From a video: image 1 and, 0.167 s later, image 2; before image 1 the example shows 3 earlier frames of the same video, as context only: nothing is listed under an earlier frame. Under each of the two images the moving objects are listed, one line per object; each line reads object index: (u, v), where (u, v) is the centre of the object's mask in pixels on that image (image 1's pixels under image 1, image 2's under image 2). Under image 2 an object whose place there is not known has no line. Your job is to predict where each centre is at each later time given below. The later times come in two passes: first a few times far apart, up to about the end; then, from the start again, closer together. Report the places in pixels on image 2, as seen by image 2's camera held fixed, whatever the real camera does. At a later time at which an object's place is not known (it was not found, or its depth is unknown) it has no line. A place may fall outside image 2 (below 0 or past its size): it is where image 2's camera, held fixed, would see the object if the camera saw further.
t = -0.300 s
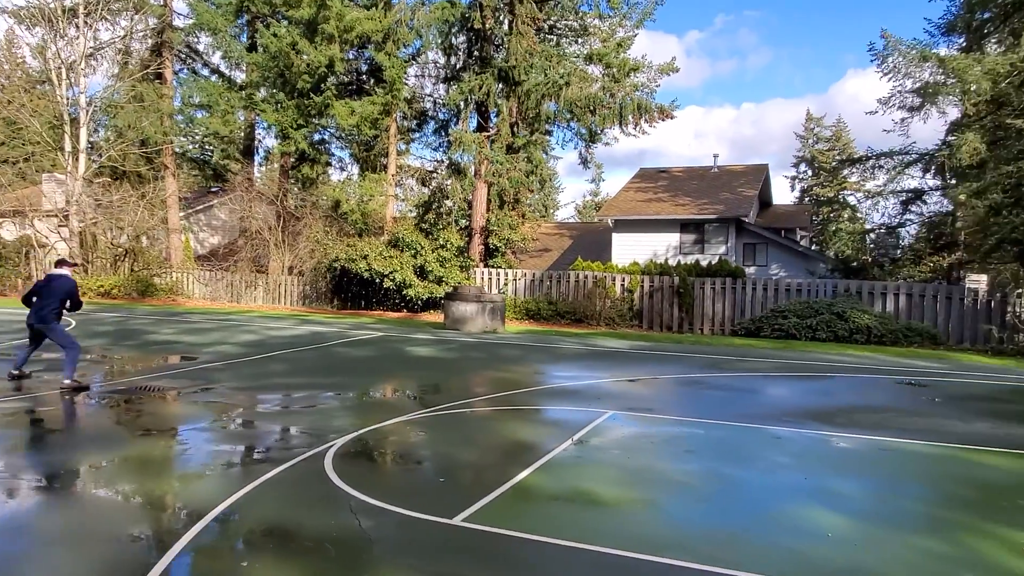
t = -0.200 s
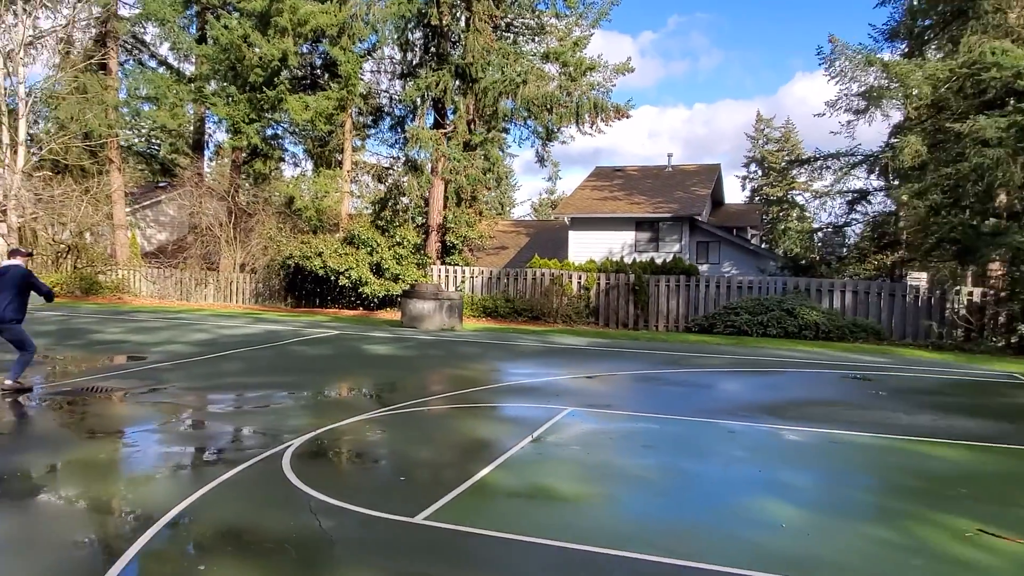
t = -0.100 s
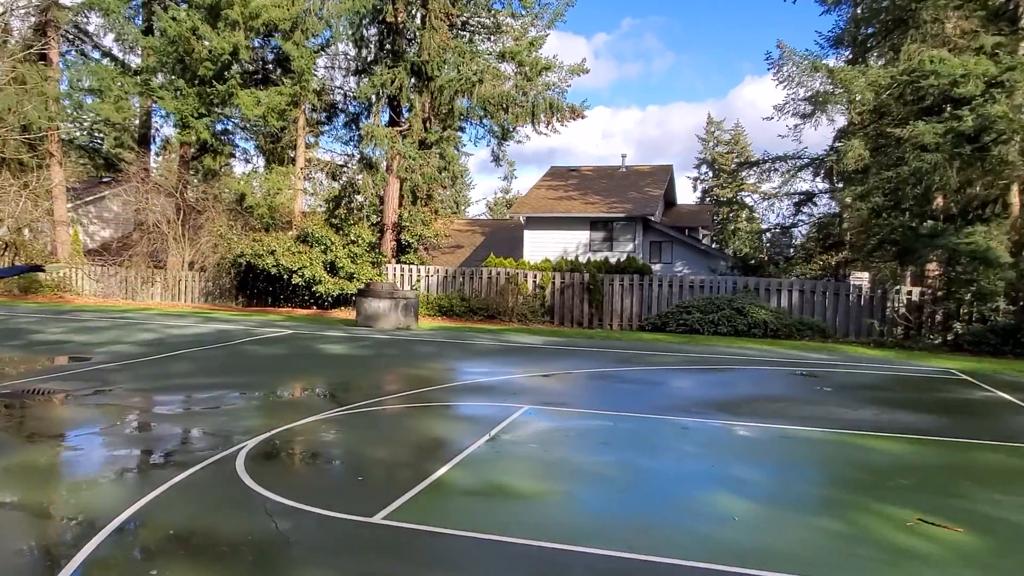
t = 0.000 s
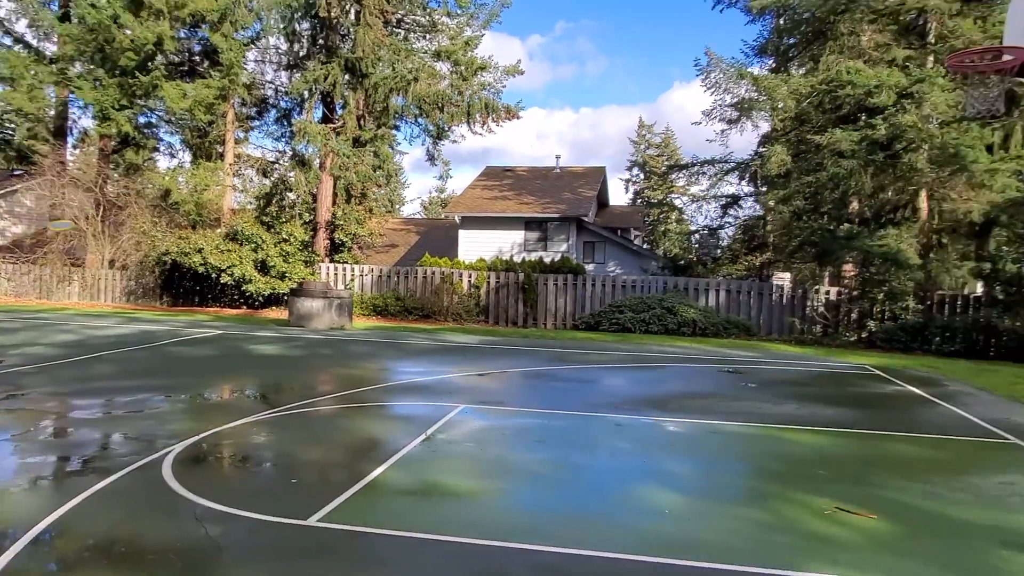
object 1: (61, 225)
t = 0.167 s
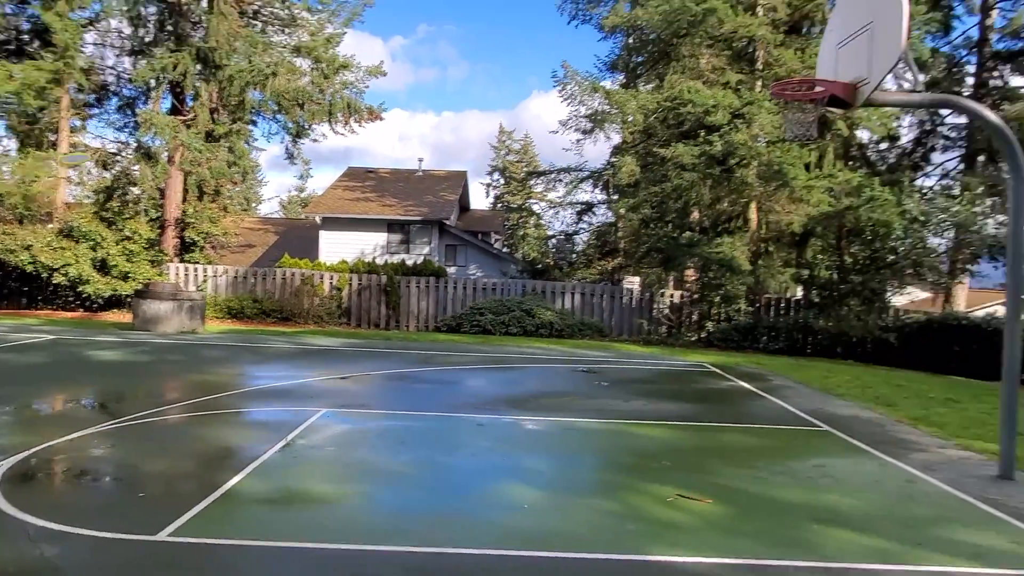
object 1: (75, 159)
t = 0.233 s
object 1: (162, 139)
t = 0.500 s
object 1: (496, 68)
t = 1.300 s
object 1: (801, 139)
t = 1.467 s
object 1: (779, 195)
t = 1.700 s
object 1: (749, 323)
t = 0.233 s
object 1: (162, 139)
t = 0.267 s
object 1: (207, 130)
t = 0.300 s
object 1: (250, 121)
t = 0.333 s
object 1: (291, 112)
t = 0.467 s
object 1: (455, 77)
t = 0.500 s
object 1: (496, 68)
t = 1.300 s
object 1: (801, 139)
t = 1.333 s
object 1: (796, 148)
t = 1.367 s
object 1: (793, 159)
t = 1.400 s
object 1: (788, 170)
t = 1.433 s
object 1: (784, 181)
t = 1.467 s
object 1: (779, 195)
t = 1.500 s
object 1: (775, 210)
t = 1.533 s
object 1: (771, 226)
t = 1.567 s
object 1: (767, 243)
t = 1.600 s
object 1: (762, 261)
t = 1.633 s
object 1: (758, 281)
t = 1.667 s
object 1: (754, 301)
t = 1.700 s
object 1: (749, 323)
